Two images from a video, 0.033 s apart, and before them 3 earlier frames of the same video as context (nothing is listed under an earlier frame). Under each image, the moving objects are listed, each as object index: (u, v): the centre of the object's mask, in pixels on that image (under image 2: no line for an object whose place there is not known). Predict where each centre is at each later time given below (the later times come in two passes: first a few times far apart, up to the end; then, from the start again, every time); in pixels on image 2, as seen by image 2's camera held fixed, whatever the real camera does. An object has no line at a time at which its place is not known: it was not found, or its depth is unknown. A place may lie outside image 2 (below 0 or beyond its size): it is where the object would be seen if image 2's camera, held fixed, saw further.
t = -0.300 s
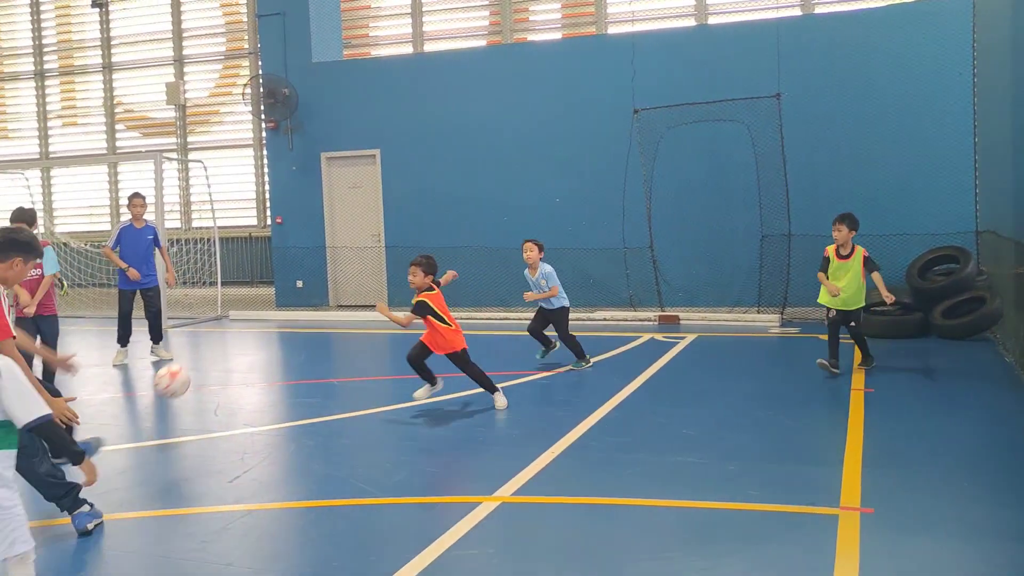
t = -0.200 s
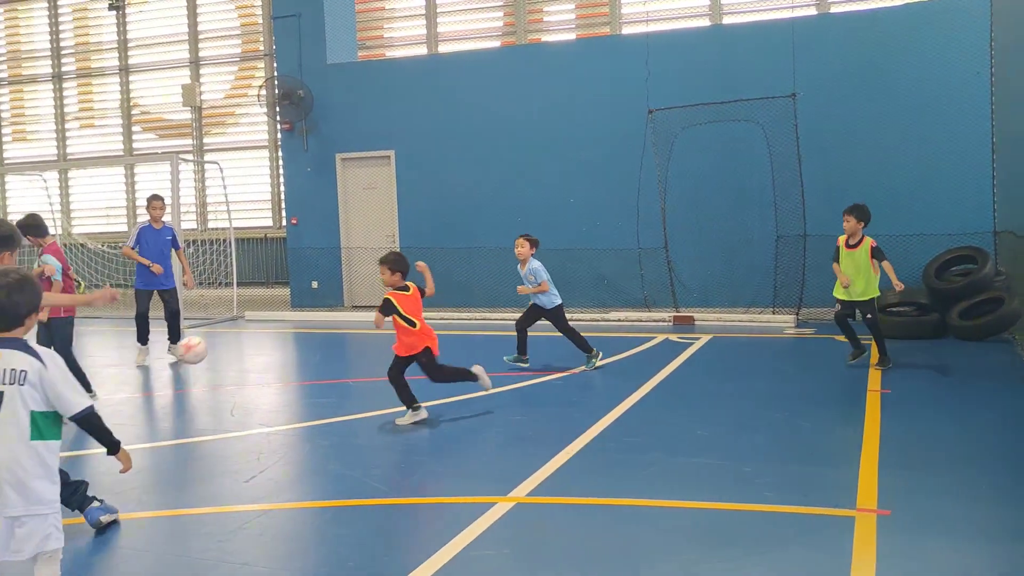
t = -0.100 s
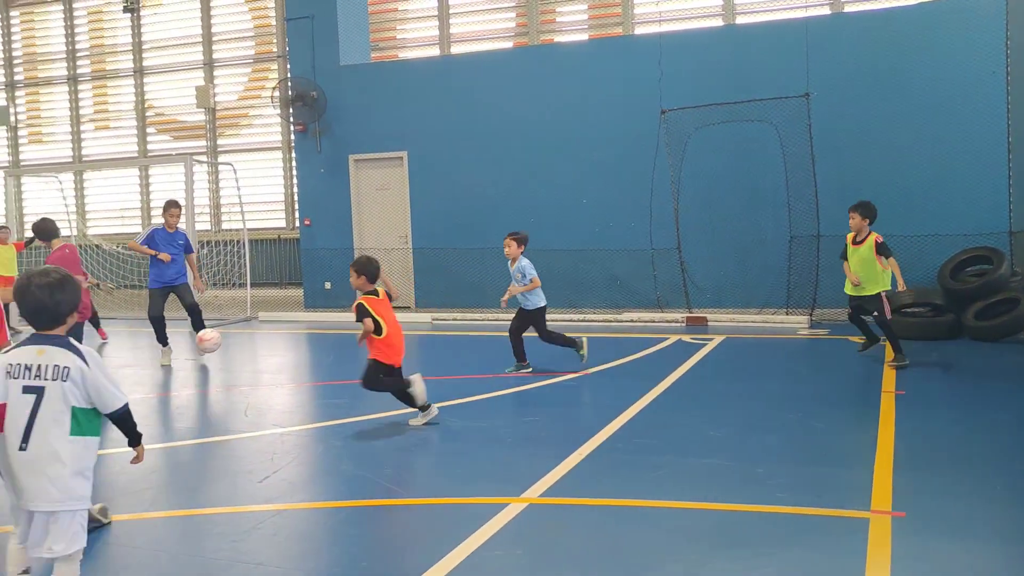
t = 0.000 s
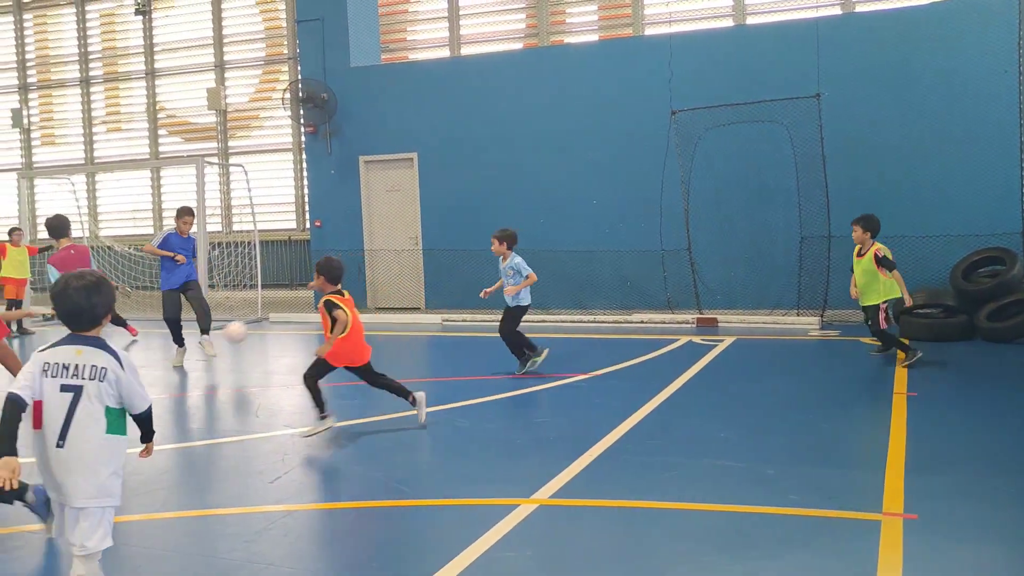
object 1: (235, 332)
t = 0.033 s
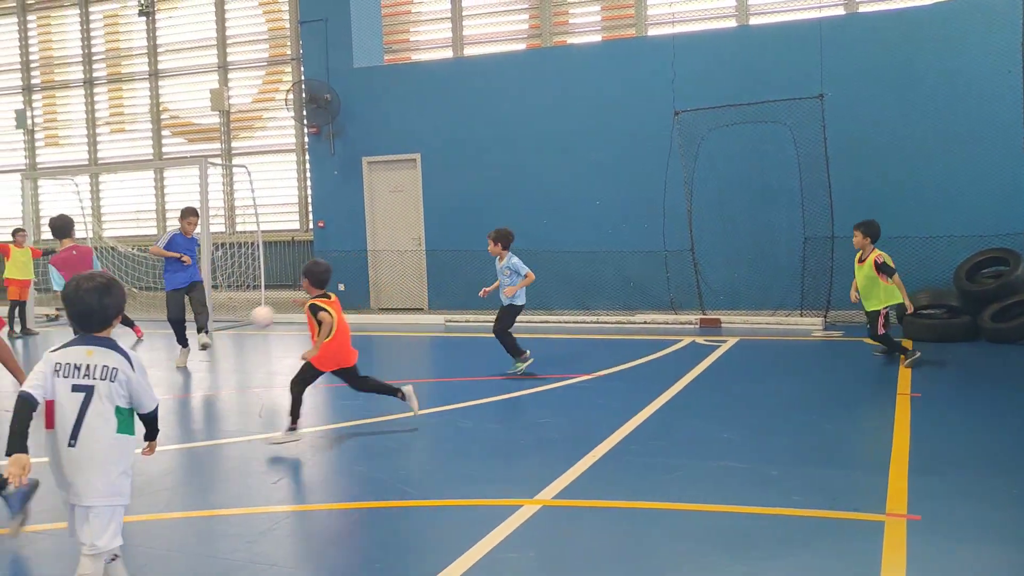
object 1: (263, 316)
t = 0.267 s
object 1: (428, 239)
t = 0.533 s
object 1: (599, 226)
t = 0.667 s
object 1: (677, 247)
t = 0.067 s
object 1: (283, 302)
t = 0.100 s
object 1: (311, 287)
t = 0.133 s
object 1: (334, 275)
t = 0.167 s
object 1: (358, 265)
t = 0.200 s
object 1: (382, 255)
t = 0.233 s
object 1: (404, 246)
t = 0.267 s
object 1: (428, 239)
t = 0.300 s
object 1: (449, 233)
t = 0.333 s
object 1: (472, 228)
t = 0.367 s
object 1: (493, 225)
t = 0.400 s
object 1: (516, 223)
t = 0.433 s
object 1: (537, 222)
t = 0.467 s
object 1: (558, 222)
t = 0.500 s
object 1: (578, 224)
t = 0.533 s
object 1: (599, 226)
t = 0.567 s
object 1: (619, 230)
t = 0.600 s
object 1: (639, 234)
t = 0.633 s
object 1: (658, 240)
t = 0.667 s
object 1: (677, 247)
